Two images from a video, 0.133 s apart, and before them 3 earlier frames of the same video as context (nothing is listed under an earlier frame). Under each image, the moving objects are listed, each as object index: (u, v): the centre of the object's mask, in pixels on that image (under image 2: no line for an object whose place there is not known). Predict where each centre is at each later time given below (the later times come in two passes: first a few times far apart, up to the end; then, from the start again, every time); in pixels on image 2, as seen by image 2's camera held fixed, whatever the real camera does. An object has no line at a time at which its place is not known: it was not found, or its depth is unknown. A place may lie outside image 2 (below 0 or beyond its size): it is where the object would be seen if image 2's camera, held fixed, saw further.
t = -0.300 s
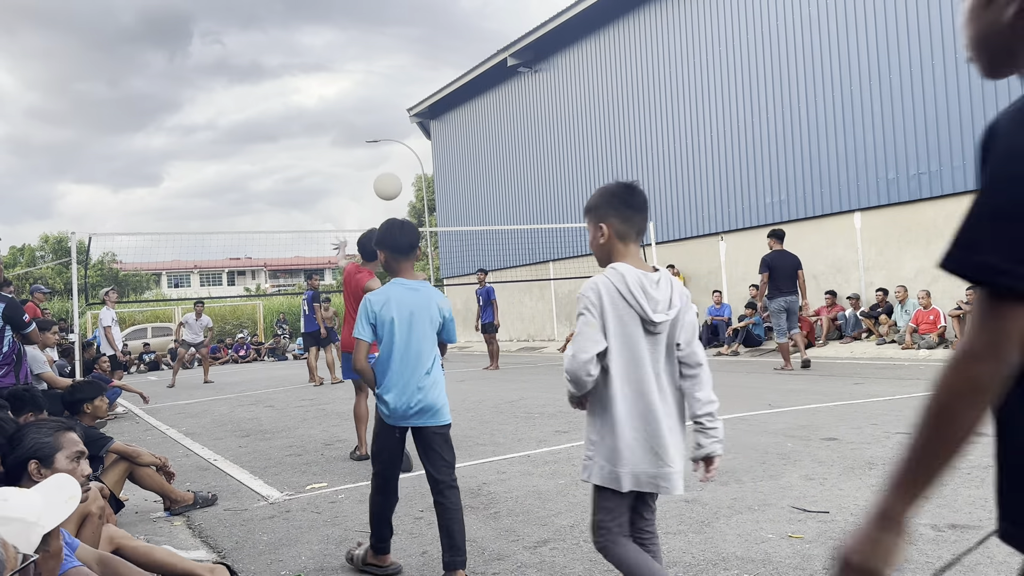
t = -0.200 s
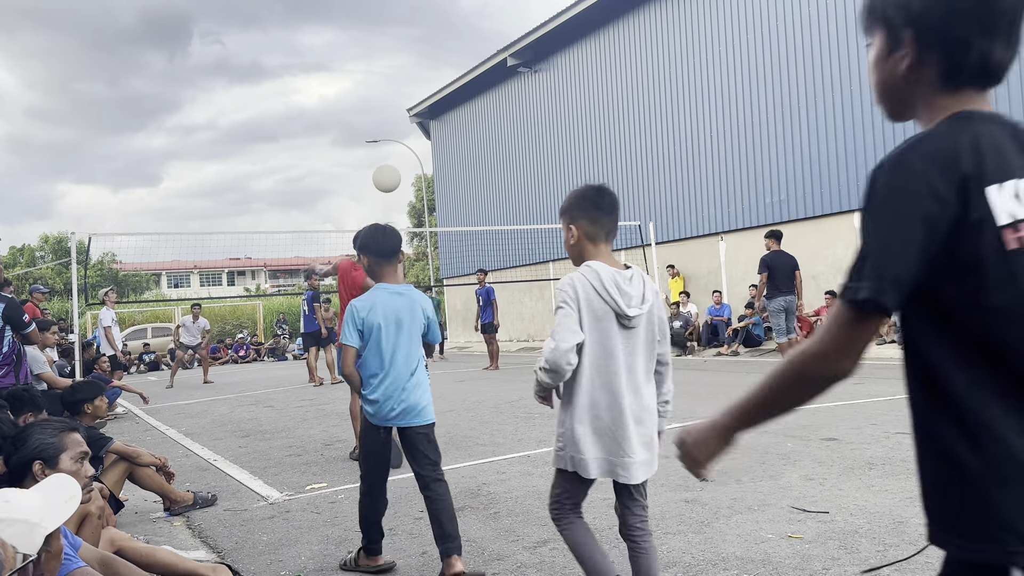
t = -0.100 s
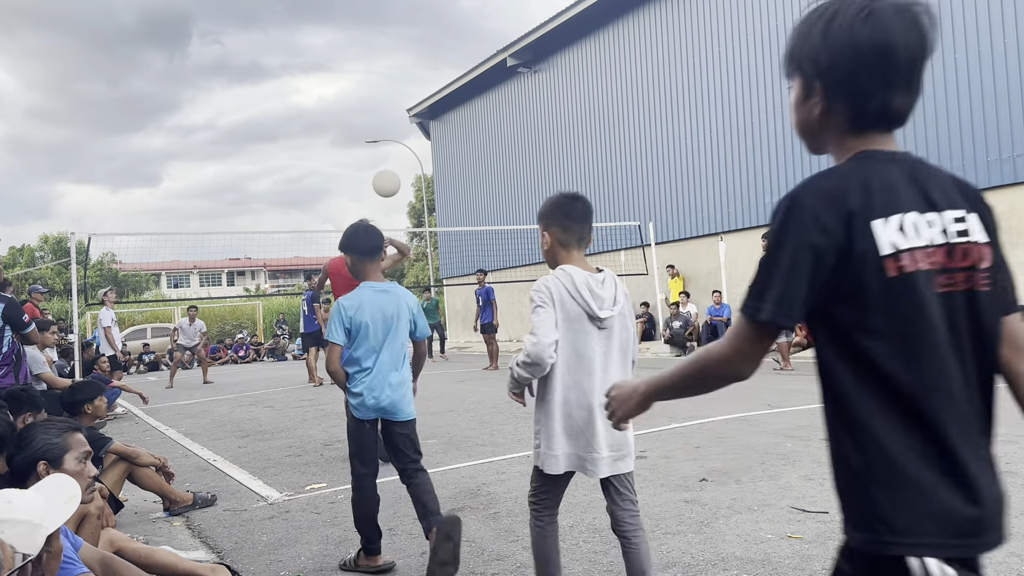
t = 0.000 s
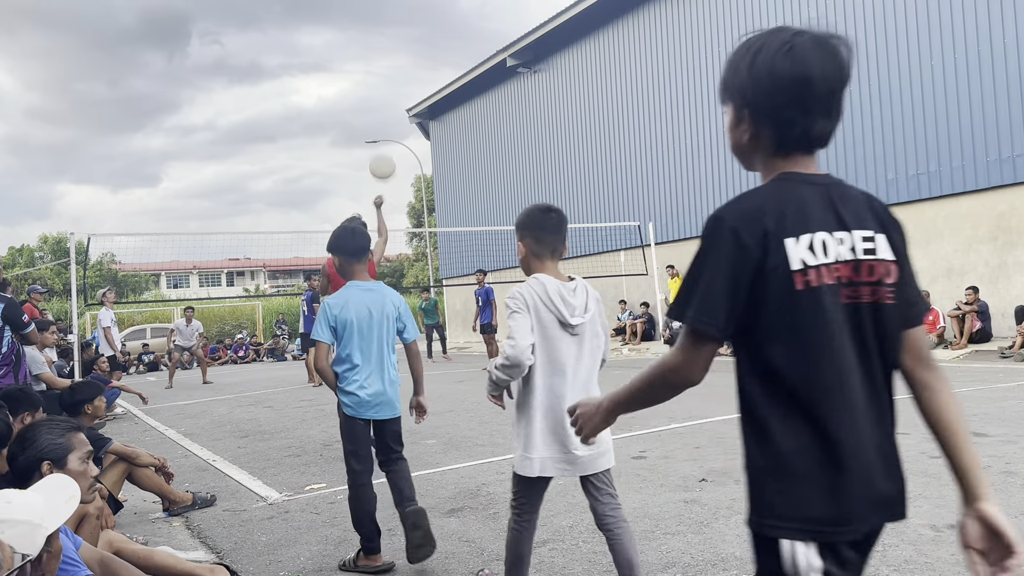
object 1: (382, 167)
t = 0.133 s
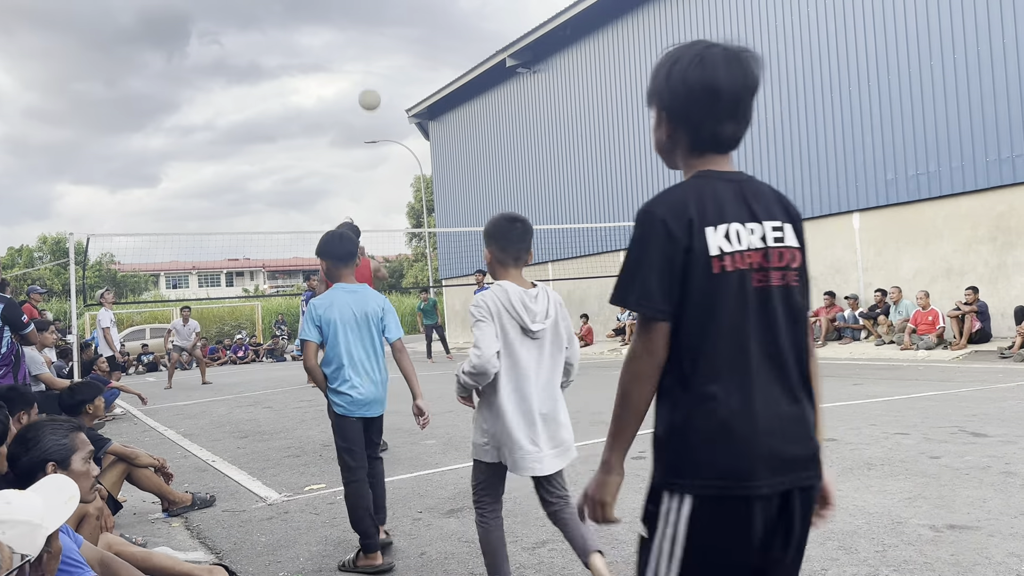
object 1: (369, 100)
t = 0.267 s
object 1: (361, 68)
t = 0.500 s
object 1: (354, 64)
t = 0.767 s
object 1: (351, 102)
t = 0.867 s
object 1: (352, 123)
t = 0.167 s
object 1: (367, 89)
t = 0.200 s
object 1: (365, 80)
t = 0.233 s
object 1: (363, 73)
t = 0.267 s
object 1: (361, 68)
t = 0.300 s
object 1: (360, 64)
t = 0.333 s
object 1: (358, 61)
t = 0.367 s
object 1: (357, 60)
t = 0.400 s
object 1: (356, 60)
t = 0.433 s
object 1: (355, 61)
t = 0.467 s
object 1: (354, 62)
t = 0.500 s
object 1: (354, 64)
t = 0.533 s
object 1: (353, 67)
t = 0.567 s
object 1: (352, 71)
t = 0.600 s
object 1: (352, 75)
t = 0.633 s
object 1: (352, 79)
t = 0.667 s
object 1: (351, 85)
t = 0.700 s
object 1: (351, 90)
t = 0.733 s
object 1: (351, 96)
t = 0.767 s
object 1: (351, 102)
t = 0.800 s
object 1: (352, 109)
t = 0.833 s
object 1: (352, 116)
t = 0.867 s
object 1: (352, 123)
